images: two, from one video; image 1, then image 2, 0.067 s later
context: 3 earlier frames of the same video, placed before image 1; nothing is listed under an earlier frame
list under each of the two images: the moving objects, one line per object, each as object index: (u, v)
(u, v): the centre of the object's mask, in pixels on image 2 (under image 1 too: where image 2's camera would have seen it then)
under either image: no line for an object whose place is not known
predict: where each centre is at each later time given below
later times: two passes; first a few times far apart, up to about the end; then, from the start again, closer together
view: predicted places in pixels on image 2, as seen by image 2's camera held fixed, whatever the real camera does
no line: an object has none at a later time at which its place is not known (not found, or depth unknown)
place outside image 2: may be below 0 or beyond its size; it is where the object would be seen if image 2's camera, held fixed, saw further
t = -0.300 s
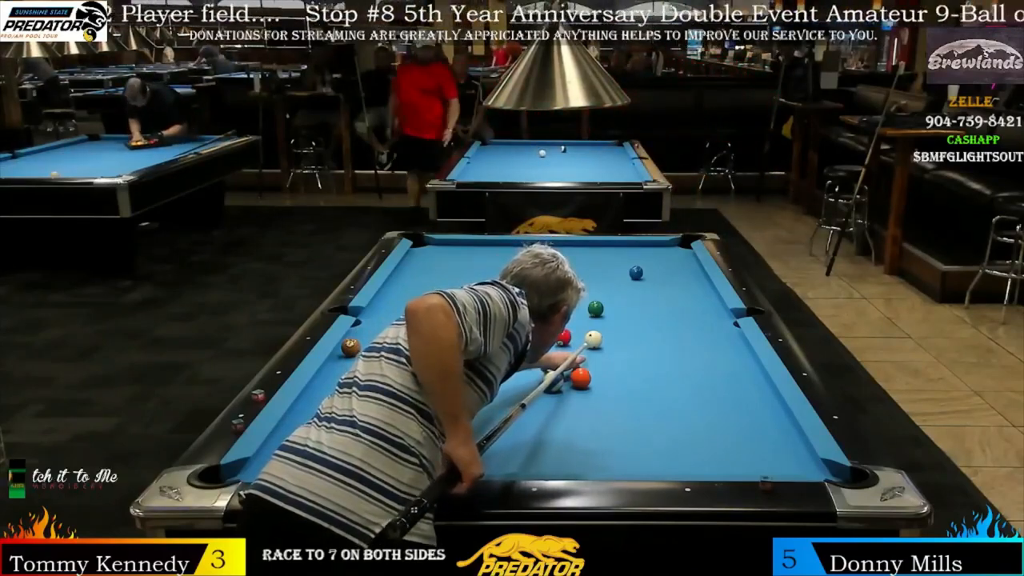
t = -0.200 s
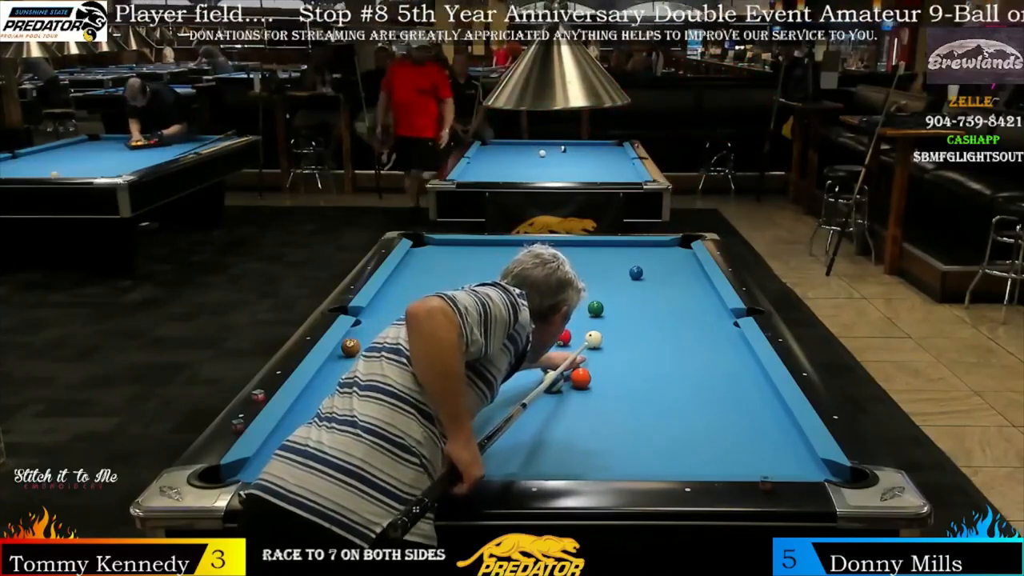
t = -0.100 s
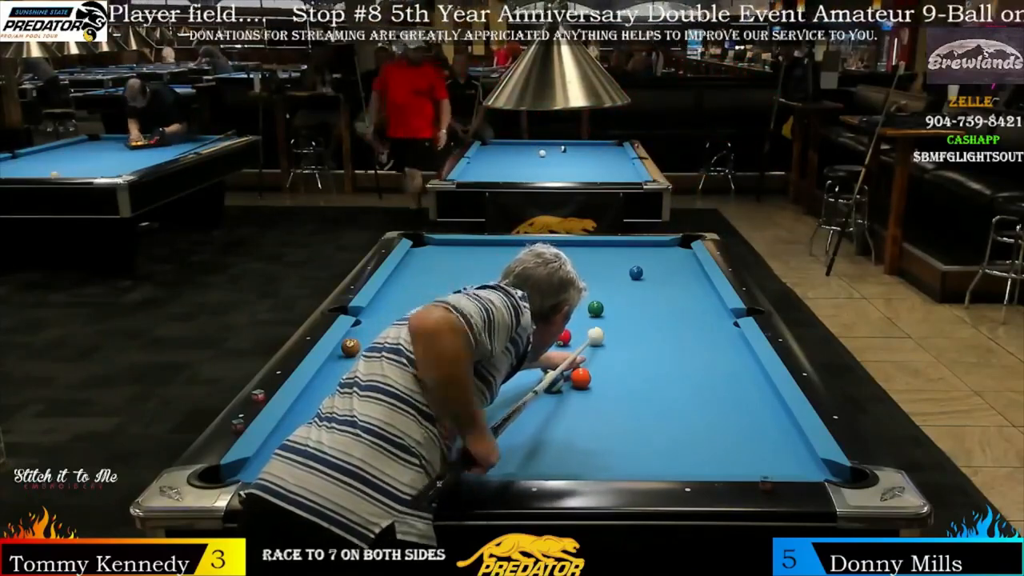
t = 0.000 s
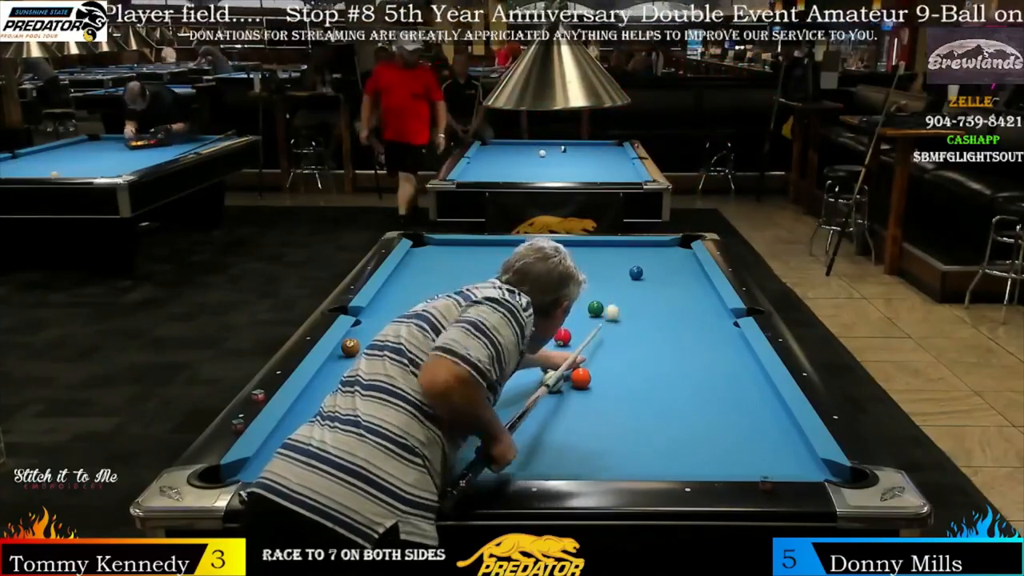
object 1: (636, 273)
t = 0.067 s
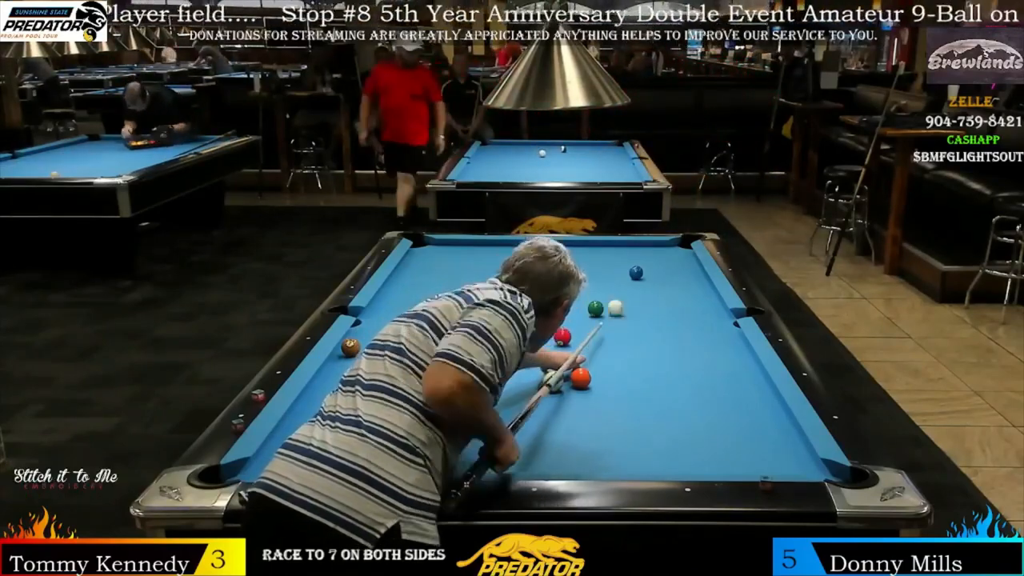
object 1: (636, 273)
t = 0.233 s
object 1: (636, 272)
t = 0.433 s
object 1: (632, 260)
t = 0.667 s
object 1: (628, 247)
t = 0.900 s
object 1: (629, 250)
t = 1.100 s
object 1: (632, 258)
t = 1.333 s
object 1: (635, 265)
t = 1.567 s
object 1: (640, 276)
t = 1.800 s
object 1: (644, 285)
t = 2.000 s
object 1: (649, 296)
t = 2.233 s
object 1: (653, 305)
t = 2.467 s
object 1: (659, 319)
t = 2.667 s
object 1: (664, 327)
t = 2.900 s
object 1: (670, 342)
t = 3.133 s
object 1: (676, 356)
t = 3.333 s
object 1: (680, 366)
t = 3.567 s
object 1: (687, 383)
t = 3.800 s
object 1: (693, 397)
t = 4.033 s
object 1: (700, 416)
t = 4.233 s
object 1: (706, 429)
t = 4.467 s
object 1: (715, 450)
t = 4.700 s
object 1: (724, 464)
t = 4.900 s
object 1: (724, 462)
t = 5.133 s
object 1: (721, 453)
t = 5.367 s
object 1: (719, 444)
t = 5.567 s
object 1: (715, 436)
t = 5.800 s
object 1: (712, 429)
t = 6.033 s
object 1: (709, 422)
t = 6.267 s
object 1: (706, 417)
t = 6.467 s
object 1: (704, 412)
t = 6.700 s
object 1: (703, 408)
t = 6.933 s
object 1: (702, 405)
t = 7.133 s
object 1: (701, 402)
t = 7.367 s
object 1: (699, 400)
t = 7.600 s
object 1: (699, 398)
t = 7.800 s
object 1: (699, 397)
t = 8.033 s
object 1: (699, 397)
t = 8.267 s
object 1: (699, 397)
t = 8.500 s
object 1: (699, 397)
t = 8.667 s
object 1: (699, 397)
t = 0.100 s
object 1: (636, 273)
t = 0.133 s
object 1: (636, 273)
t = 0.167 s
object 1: (636, 273)
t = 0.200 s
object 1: (636, 273)
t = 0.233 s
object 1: (636, 272)
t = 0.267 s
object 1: (637, 271)
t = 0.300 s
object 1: (633, 268)
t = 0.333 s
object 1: (634, 267)
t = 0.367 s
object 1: (634, 265)
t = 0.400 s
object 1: (633, 262)
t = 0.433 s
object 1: (632, 260)
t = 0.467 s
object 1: (631, 257)
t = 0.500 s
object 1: (630, 255)
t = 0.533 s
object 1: (630, 255)
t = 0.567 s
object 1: (630, 253)
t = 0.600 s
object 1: (629, 251)
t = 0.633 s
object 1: (629, 249)
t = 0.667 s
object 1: (628, 247)
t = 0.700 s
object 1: (627, 244)
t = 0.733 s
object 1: (627, 244)
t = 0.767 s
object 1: (627, 245)
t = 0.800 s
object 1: (627, 247)
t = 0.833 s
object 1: (628, 248)
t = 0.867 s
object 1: (629, 249)
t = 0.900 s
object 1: (629, 250)
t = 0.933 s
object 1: (629, 250)
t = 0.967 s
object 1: (629, 251)
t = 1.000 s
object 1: (630, 252)
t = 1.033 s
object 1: (630, 253)
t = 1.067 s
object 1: (631, 255)
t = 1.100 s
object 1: (632, 258)
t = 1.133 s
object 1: (633, 259)
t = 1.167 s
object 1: (633, 260)
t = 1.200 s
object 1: (634, 261)
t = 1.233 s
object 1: (634, 263)
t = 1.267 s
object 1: (635, 264)
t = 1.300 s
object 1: (635, 265)
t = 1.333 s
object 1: (635, 265)
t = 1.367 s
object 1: (636, 267)
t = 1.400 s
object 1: (636, 268)
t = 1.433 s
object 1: (637, 269)
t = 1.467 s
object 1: (638, 271)
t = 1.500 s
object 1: (639, 273)
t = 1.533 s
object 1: (640, 275)
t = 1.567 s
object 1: (640, 276)
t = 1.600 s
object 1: (641, 278)
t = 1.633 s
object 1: (641, 279)
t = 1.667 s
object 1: (642, 281)
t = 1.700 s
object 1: (643, 282)
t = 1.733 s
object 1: (643, 282)
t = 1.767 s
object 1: (643, 284)
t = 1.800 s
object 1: (644, 285)
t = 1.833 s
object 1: (645, 287)
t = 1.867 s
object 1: (645, 288)
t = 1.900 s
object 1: (647, 291)
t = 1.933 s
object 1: (647, 293)
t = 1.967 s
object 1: (648, 294)
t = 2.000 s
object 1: (649, 296)
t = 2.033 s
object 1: (649, 297)
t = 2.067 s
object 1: (650, 299)
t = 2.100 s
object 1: (651, 300)
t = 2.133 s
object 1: (651, 300)
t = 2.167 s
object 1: (652, 302)
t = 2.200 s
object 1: (652, 304)
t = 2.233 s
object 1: (653, 305)
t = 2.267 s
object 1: (654, 307)
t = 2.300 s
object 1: (656, 310)
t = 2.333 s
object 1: (656, 312)
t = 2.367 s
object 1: (657, 313)
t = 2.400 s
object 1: (658, 316)
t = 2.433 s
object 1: (659, 317)
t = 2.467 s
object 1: (659, 319)
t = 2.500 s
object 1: (660, 320)
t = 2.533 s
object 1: (660, 320)
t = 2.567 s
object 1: (661, 322)
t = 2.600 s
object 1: (662, 324)
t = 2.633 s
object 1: (663, 326)
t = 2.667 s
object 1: (664, 327)
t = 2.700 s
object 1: (665, 331)
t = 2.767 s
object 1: (667, 335)
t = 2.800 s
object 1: (667, 337)
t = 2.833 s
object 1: (668, 339)
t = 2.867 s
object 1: (669, 341)
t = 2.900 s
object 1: (670, 342)
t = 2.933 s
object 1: (670, 342)
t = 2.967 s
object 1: (671, 344)
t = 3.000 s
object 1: (671, 346)
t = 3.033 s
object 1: (672, 348)
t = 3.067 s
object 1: (673, 350)
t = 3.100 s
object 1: (675, 354)
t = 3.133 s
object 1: (676, 356)
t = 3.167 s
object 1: (676, 358)
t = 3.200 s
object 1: (677, 360)
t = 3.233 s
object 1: (678, 362)
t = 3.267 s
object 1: (678, 362)
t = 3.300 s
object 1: (680, 366)
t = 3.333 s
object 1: (680, 366)
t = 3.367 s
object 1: (681, 368)
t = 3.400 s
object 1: (681, 371)
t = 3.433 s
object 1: (682, 372)
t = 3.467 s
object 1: (683, 375)
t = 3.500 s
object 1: (685, 379)
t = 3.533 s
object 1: (686, 381)
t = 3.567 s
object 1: (687, 383)
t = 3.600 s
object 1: (688, 386)
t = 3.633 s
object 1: (688, 388)
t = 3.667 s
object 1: (689, 390)
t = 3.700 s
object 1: (690, 393)
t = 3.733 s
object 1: (690, 392)
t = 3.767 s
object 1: (691, 395)
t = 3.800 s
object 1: (693, 397)
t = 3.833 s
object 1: (693, 400)
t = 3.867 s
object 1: (694, 402)
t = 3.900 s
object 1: (697, 406)
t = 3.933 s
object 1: (697, 409)
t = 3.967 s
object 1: (698, 412)
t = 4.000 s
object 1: (699, 414)
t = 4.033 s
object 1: (700, 416)
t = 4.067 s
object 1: (702, 419)
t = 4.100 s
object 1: (703, 421)
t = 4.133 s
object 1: (703, 421)
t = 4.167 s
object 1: (704, 424)
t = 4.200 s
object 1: (705, 426)
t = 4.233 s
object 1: (706, 429)
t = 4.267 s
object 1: (707, 431)
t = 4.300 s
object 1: (709, 436)
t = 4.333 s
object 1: (710, 439)
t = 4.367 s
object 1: (711, 442)
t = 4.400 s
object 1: (713, 444)
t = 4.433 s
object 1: (714, 447)
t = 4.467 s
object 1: (715, 450)
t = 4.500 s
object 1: (716, 452)
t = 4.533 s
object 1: (716, 452)
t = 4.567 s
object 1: (718, 455)
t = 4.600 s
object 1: (719, 457)
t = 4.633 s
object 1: (720, 459)
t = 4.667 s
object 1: (722, 461)
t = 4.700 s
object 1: (724, 464)
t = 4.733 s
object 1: (726, 465)
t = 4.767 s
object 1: (726, 466)
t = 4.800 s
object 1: (726, 465)
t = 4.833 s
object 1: (726, 465)
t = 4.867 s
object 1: (725, 463)
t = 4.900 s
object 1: (724, 462)
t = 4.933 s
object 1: (724, 462)
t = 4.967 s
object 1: (724, 461)
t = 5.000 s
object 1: (724, 460)
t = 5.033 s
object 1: (723, 459)
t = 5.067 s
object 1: (723, 458)
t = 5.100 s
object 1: (722, 455)
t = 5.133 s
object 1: (721, 453)
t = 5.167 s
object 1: (721, 453)
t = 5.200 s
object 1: (720, 450)
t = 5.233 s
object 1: (720, 449)
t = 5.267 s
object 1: (720, 447)
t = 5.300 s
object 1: (719, 446)
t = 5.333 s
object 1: (719, 446)
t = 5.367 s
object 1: (719, 444)
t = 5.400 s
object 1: (718, 443)
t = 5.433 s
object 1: (718, 442)
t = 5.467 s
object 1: (717, 441)
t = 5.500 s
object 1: (716, 438)
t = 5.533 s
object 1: (716, 437)
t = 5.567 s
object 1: (715, 436)
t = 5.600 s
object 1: (715, 436)
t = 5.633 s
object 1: (714, 434)
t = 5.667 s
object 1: (714, 432)
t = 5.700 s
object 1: (713, 431)
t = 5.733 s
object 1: (713, 431)
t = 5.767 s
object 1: (713, 430)
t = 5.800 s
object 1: (712, 429)
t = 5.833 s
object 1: (712, 428)
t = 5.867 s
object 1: (711, 427)
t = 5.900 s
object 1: (711, 425)
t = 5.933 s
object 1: (710, 424)
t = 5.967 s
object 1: (710, 423)
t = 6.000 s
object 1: (709, 423)
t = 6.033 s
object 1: (709, 422)
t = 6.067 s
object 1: (708, 421)
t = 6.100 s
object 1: (708, 420)
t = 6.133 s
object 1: (708, 420)
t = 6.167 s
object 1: (707, 419)
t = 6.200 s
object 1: (707, 418)
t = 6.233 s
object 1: (706, 417)
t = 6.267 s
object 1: (706, 417)
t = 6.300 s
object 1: (705, 415)
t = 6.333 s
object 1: (705, 415)
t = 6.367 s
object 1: (705, 414)
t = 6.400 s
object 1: (705, 413)
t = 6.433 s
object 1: (704, 413)
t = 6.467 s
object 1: (704, 412)
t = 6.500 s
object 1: (704, 411)
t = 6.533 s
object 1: (704, 411)
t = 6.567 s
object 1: (704, 411)
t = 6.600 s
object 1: (704, 410)
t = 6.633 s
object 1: (704, 409)
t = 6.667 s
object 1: (704, 409)
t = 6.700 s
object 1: (703, 408)
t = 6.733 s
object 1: (703, 407)
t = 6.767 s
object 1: (703, 407)
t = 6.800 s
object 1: (702, 406)
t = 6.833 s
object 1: (702, 406)
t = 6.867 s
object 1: (702, 405)
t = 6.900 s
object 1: (702, 405)
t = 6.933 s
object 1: (702, 405)
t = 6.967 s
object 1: (702, 404)
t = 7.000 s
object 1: (702, 404)
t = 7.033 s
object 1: (701, 403)
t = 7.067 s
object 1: (701, 403)
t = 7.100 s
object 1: (701, 402)
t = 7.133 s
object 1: (701, 402)
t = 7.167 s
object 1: (701, 401)
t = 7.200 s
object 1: (700, 401)
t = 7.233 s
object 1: (700, 401)
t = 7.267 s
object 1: (700, 401)
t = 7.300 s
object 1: (700, 400)
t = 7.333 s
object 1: (700, 400)
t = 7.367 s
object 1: (699, 400)
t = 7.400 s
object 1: (699, 400)
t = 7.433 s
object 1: (699, 400)
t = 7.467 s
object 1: (699, 399)
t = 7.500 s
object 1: (699, 399)
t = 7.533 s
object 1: (699, 399)
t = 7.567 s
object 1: (699, 398)
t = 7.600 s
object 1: (699, 398)
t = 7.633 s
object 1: (699, 398)
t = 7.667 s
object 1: (699, 398)
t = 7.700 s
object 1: (699, 398)
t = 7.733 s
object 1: (699, 398)
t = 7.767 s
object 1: (699, 398)
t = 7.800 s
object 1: (699, 397)
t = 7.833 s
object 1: (699, 397)
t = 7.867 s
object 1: (699, 397)
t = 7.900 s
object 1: (699, 397)
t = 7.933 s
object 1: (699, 397)
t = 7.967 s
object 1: (699, 397)
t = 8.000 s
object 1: (699, 397)
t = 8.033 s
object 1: (699, 397)
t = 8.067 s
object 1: (699, 397)
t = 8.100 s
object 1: (699, 397)
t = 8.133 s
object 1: (699, 397)
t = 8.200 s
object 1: (699, 397)
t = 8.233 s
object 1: (699, 397)
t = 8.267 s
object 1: (699, 397)
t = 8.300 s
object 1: (699, 397)
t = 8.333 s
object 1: (699, 397)
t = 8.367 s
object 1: (699, 397)
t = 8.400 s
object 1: (699, 397)
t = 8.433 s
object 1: (699, 397)
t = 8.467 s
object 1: (699, 397)
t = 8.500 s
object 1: (699, 397)
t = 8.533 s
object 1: (699, 397)
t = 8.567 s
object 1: (699, 397)
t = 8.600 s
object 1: (699, 397)
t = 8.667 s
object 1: (699, 397)
